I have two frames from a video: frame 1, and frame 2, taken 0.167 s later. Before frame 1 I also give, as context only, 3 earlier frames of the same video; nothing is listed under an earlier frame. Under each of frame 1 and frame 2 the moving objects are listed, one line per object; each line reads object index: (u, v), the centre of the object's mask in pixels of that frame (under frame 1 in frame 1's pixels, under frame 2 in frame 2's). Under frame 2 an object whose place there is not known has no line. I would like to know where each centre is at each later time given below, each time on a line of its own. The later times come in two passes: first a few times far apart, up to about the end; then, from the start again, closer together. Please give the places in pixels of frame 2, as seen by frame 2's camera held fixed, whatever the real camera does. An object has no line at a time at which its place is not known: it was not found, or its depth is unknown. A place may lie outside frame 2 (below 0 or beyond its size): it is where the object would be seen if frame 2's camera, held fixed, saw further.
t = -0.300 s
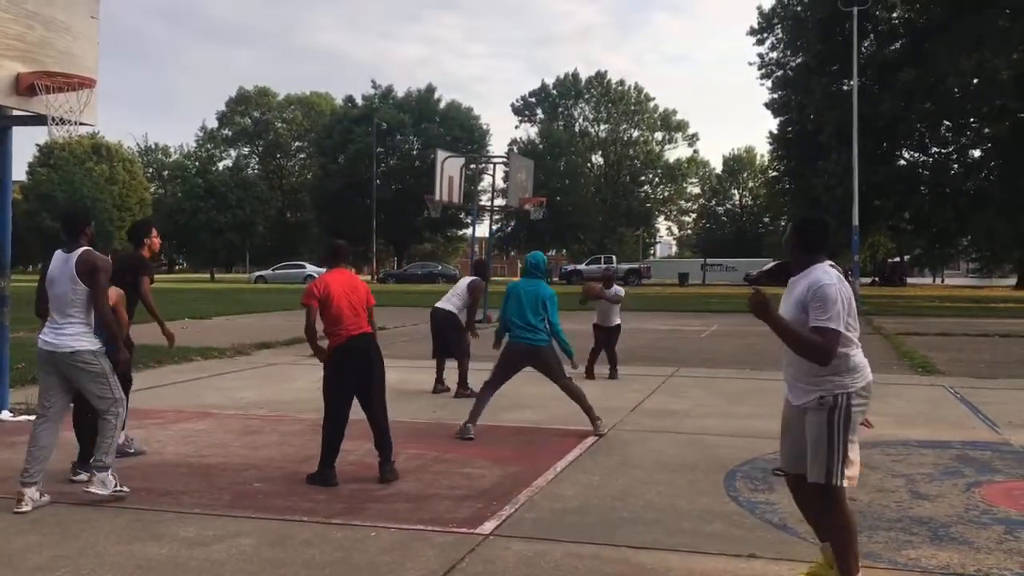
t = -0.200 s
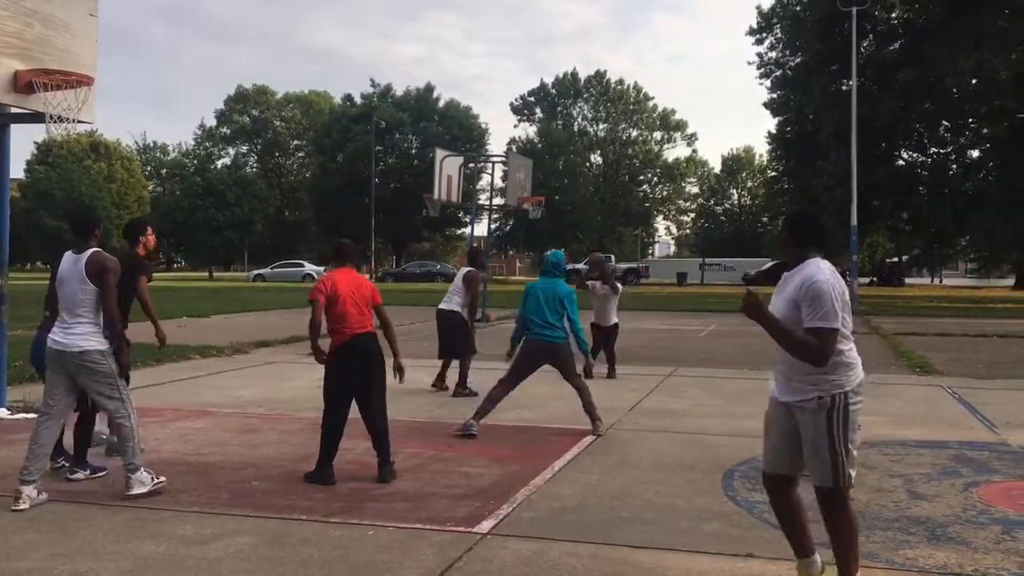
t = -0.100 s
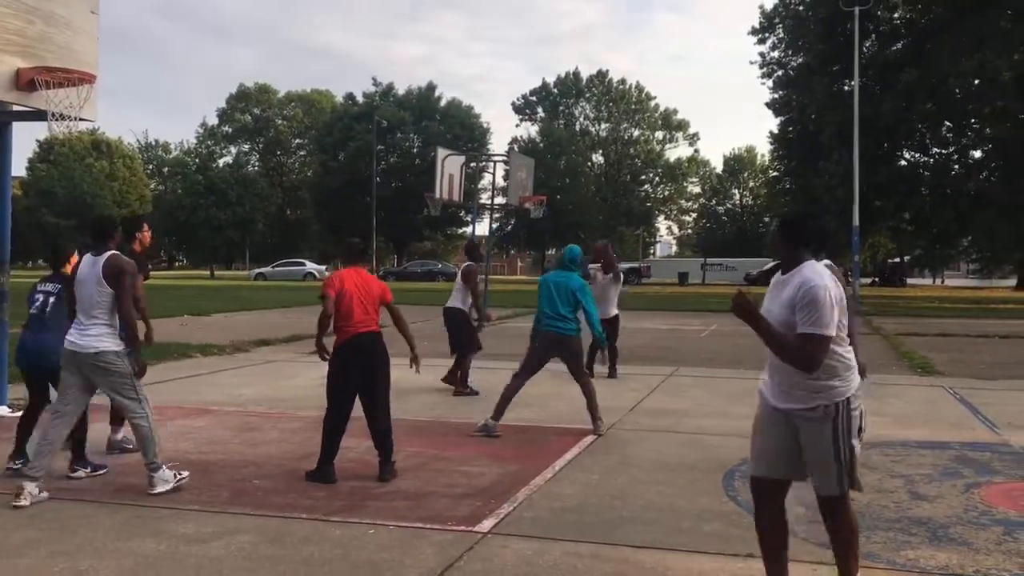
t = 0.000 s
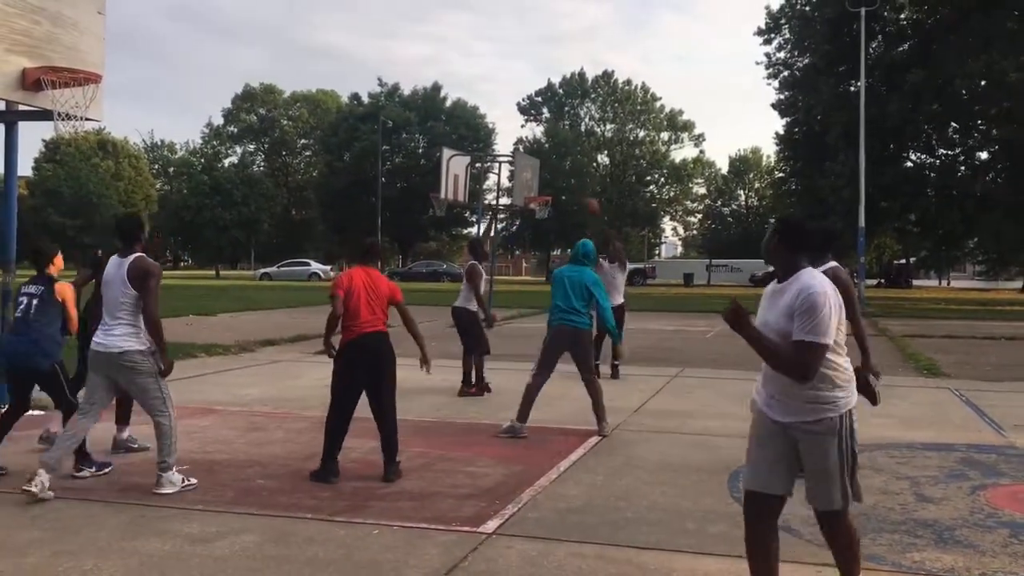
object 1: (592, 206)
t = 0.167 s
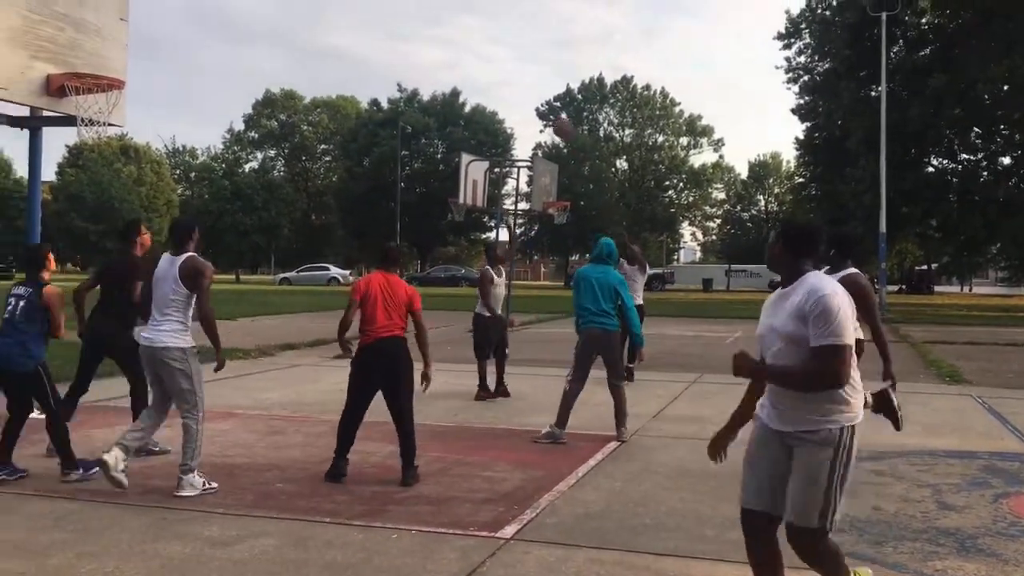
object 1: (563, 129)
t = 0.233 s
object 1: (543, 98)
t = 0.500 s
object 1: (459, 9)
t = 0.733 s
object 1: (373, -26)
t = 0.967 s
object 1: (276, -12)
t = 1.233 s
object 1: (147, 80)
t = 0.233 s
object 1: (543, 98)
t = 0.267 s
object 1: (533, 85)
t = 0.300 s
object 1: (523, 71)
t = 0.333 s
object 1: (513, 59)
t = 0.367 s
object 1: (502, 48)
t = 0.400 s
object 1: (492, 37)
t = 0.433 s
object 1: (481, 27)
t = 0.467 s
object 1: (470, 18)
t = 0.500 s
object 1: (459, 9)
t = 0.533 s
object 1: (447, 1)
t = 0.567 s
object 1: (435, -5)
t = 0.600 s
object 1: (423, -11)
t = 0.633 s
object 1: (411, -16)
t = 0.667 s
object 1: (399, -21)
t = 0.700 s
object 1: (386, -24)
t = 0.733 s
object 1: (373, -26)
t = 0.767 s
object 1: (360, -27)
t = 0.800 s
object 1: (346, -28)
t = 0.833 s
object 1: (333, -27)
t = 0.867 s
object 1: (319, -25)
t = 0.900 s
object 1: (305, -22)
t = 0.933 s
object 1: (291, -18)
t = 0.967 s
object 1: (276, -12)
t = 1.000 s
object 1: (261, -6)
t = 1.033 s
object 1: (246, 2)
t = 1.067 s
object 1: (230, 12)
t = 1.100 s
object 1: (215, 22)
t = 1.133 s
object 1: (198, 35)
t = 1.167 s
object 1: (181, 48)
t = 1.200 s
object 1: (164, 63)
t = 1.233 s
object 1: (147, 80)
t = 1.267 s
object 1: (138, 97)
